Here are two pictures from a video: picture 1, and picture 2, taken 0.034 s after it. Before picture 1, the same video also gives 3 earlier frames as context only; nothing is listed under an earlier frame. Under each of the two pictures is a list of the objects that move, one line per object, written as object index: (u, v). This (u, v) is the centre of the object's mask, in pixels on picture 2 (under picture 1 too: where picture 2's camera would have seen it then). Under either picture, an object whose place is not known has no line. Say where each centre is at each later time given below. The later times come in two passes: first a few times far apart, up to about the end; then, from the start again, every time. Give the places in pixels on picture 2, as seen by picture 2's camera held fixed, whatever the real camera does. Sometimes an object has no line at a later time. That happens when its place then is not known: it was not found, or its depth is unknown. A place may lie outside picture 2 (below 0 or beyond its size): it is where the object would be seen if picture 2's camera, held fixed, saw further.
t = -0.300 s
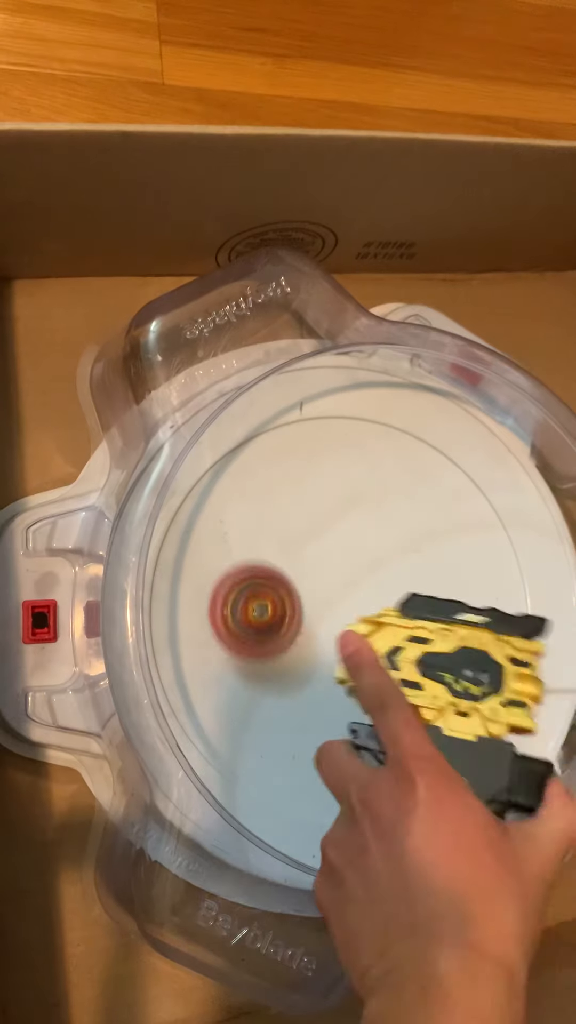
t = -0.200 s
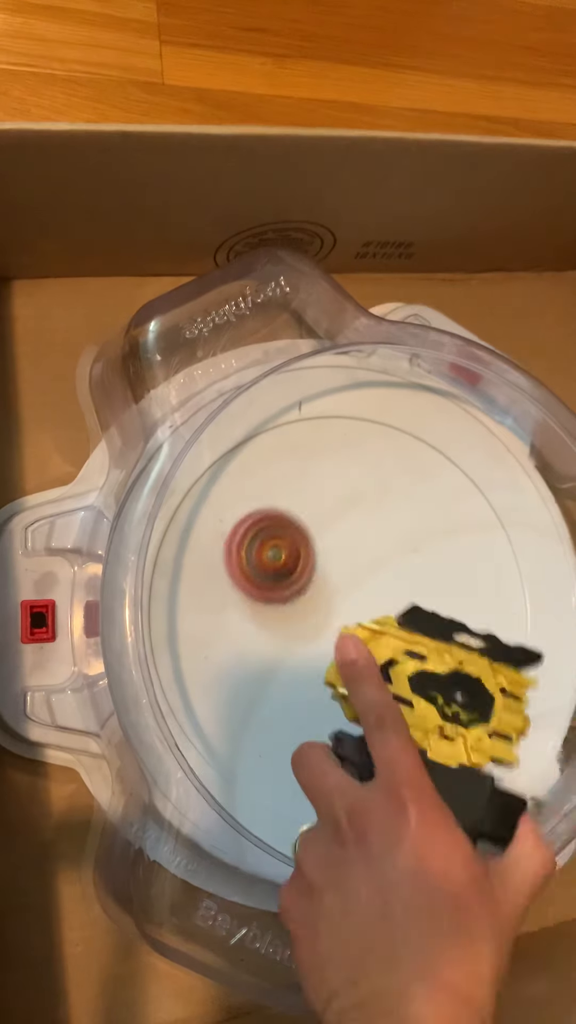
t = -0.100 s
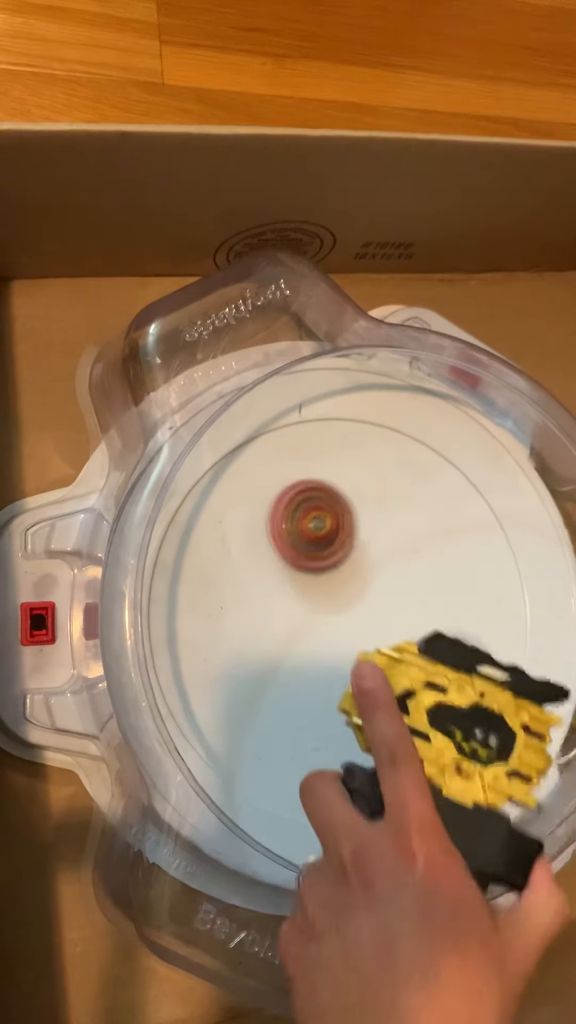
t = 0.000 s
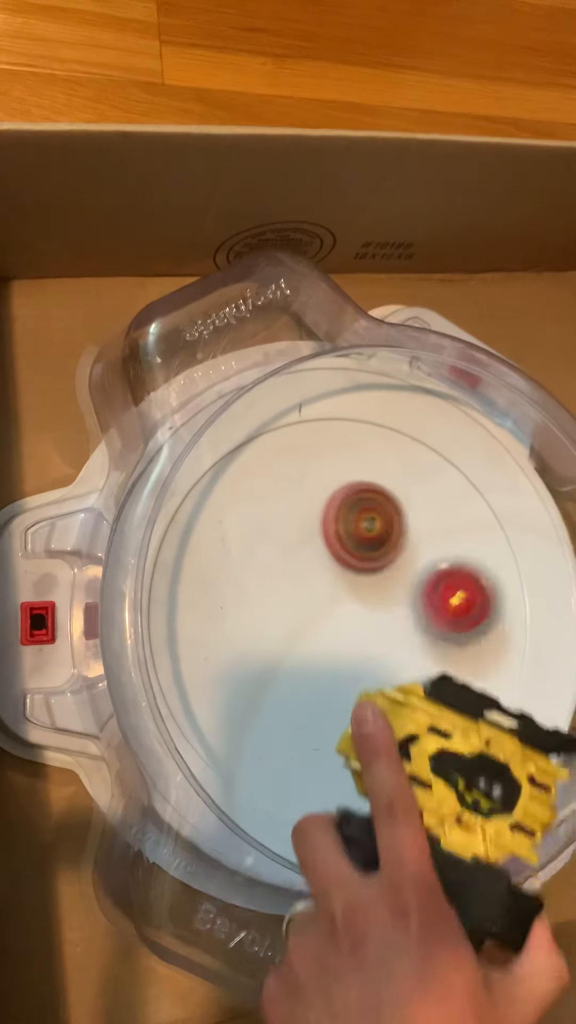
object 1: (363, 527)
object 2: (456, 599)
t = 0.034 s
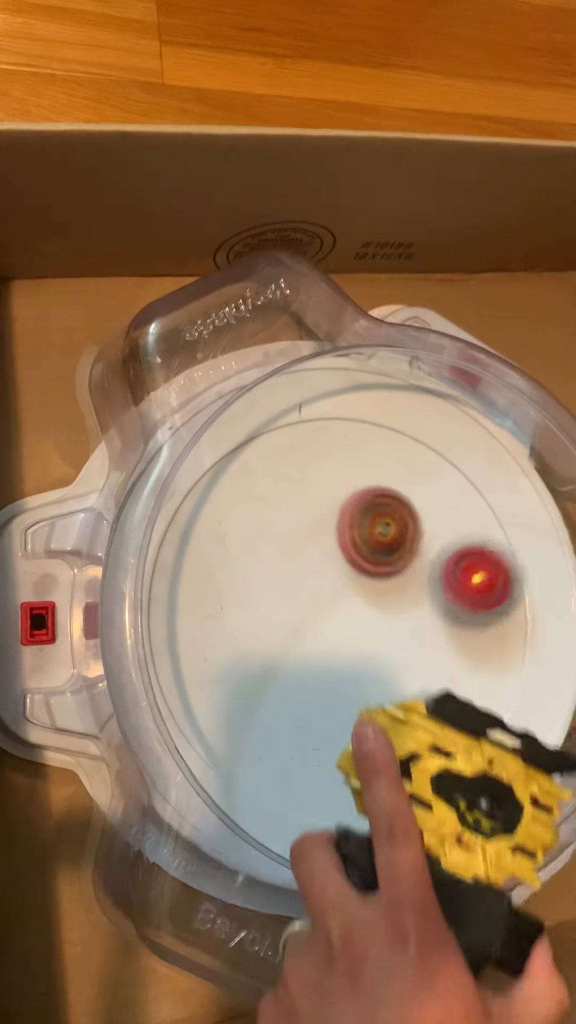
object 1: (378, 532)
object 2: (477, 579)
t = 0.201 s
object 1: (394, 596)
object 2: (555, 531)
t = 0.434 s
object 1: (351, 650)
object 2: (554, 623)
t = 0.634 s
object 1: (310, 634)
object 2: (560, 596)
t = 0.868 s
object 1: (321, 606)
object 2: (540, 549)
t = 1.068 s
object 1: (337, 609)
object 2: (473, 536)
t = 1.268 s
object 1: (341, 612)
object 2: (382, 519)
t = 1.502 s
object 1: (357, 624)
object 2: (362, 427)
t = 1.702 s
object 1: (352, 633)
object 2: (395, 525)
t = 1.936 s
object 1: (336, 879)
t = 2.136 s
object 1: (266, 816)
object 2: (385, 469)
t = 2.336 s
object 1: (257, 668)
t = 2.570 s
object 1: (308, 837)
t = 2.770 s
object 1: (327, 825)
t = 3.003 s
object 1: (333, 704)
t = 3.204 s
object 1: (368, 608)
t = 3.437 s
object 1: (476, 576)
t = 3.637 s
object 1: (509, 608)
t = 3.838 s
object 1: (471, 627)
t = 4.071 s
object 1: (404, 614)
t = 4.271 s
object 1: (483, 573)
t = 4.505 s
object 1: (516, 558)
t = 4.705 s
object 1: (424, 588)
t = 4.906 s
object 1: (388, 569)
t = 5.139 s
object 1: (369, 534)
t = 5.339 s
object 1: (370, 519)
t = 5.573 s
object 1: (352, 570)
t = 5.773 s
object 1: (355, 586)
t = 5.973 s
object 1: (356, 625)
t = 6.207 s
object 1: (389, 615)
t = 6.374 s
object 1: (451, 560)
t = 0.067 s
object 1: (392, 539)
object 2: (489, 561)
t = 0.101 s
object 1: (399, 551)
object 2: (498, 545)
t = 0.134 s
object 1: (398, 566)
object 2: (528, 534)
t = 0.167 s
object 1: (397, 580)
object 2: (549, 525)
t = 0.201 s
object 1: (394, 596)
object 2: (555, 531)
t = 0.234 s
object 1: (391, 609)
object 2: (555, 552)
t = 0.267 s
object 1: (387, 620)
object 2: (554, 573)
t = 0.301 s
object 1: (381, 628)
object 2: (553, 590)
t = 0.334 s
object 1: (375, 636)
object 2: (554, 602)
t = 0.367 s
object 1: (367, 642)
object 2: (553, 612)
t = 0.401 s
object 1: (360, 647)
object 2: (553, 620)
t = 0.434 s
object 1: (351, 650)
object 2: (554, 623)
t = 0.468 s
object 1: (343, 651)
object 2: (555, 623)
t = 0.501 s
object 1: (334, 651)
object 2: (556, 621)
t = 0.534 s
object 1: (326, 649)
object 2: (558, 615)
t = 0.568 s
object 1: (319, 646)
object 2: (559, 609)
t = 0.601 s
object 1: (313, 641)
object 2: (560, 602)
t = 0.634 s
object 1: (310, 634)
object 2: (560, 596)
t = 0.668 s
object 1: (307, 628)
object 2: (559, 590)
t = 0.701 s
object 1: (307, 621)
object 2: (558, 584)
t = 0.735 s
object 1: (309, 616)
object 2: (555, 578)
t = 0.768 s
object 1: (311, 612)
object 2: (554, 572)
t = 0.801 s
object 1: (314, 610)
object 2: (550, 565)
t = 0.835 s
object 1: (317, 608)
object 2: (545, 557)
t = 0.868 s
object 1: (321, 606)
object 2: (540, 549)
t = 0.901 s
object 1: (324, 605)
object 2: (530, 542)
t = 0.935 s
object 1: (328, 606)
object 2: (522, 533)
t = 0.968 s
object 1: (331, 606)
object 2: (510, 530)
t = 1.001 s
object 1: (334, 607)
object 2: (497, 531)
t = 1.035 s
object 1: (336, 607)
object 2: (484, 533)
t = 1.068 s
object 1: (337, 609)
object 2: (473, 536)
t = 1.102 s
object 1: (338, 610)
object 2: (461, 540)
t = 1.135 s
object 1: (339, 611)
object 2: (448, 541)
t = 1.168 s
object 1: (340, 612)
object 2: (431, 539)
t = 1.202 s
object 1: (340, 613)
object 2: (414, 535)
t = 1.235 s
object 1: (340, 613)
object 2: (397, 528)
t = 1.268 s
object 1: (341, 612)
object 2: (382, 519)
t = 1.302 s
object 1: (344, 612)
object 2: (369, 507)
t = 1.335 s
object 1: (348, 612)
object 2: (358, 494)
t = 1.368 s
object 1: (353, 614)
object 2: (351, 480)
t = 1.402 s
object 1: (356, 618)
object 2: (348, 466)
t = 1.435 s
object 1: (356, 621)
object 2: (349, 451)
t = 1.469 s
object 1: (356, 623)
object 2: (354, 439)
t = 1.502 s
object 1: (357, 624)
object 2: (362, 427)
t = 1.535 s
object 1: (358, 628)
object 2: (373, 434)
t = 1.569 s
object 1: (358, 629)
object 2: (382, 455)
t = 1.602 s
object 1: (357, 631)
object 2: (391, 474)
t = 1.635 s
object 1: (356, 632)
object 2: (397, 491)
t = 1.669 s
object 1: (354, 633)
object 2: (399, 507)
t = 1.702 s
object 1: (352, 633)
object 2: (395, 525)
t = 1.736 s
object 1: (351, 633)
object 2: (386, 542)
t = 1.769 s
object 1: (348, 684)
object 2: (376, 512)
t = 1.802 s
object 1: (346, 743)
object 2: (370, 478)
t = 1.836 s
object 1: (345, 791)
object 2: (367, 450)
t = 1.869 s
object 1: (345, 828)
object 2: (369, 429)
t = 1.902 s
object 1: (341, 857)
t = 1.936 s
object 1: (336, 879)
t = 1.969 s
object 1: (325, 883)
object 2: (378, 439)
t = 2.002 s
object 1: (313, 879)
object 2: (381, 444)
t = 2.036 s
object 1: (299, 869)
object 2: (383, 448)
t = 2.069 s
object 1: (287, 853)
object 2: (385, 454)
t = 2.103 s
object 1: (276, 836)
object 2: (386, 460)
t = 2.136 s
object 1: (266, 816)
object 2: (385, 469)
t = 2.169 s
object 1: (260, 796)
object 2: (382, 482)
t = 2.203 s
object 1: (253, 773)
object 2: (375, 496)
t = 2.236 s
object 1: (251, 748)
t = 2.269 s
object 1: (251, 721)
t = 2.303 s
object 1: (253, 694)
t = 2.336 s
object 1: (257, 668)
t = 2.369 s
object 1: (264, 647)
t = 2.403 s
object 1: (266, 677)
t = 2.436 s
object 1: (270, 727)
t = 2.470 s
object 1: (277, 770)
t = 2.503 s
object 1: (287, 800)
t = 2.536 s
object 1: (299, 822)
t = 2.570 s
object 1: (308, 837)
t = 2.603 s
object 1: (314, 843)
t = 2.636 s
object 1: (319, 846)
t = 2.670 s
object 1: (322, 845)
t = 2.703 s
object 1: (324, 841)
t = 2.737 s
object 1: (326, 831)
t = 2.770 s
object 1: (327, 825)
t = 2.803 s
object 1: (328, 818)
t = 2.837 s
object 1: (326, 804)
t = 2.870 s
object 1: (327, 787)
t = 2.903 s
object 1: (327, 767)
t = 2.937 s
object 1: (329, 746)
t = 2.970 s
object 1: (331, 726)
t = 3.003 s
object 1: (333, 704)
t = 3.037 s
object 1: (337, 684)
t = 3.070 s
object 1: (341, 665)
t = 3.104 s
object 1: (346, 648)
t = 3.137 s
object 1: (352, 633)
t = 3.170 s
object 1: (359, 620)
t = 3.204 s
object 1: (368, 608)
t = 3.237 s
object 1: (379, 598)
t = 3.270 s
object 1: (394, 588)
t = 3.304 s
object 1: (408, 582)
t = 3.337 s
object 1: (426, 577)
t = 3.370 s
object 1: (443, 574)
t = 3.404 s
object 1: (460, 573)
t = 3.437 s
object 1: (476, 576)
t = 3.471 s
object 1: (488, 580)
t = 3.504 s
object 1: (498, 586)
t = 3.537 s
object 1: (504, 592)
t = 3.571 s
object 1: (508, 598)
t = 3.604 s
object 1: (509, 603)
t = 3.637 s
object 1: (509, 608)
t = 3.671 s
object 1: (507, 613)
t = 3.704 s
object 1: (502, 616)
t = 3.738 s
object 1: (496, 620)
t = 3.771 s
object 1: (489, 623)
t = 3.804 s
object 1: (480, 626)
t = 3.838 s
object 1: (471, 627)
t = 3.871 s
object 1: (460, 628)
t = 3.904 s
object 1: (450, 627)
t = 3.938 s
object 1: (439, 627)
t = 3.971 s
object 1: (430, 624)
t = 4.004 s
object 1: (420, 622)
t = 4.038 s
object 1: (412, 618)
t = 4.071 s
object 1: (404, 614)
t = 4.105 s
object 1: (398, 610)
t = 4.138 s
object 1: (411, 604)
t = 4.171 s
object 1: (425, 599)
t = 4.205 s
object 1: (433, 593)
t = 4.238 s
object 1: (447, 586)
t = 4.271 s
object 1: (483, 573)
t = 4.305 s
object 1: (508, 563)
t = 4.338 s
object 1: (527, 556)
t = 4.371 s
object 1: (533, 554)
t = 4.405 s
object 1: (534, 554)
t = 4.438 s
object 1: (532, 553)
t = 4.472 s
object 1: (527, 554)
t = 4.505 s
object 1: (516, 558)
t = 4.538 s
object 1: (503, 562)
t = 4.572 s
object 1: (489, 567)
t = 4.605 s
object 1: (473, 572)
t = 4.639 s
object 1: (456, 577)
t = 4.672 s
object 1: (439, 582)
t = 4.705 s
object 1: (424, 588)
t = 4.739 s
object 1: (408, 592)
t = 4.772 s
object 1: (403, 590)
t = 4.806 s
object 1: (403, 582)
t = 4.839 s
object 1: (399, 575)
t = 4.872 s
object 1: (394, 572)
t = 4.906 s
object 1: (388, 569)
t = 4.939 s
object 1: (383, 567)
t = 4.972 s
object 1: (377, 565)
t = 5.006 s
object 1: (371, 563)
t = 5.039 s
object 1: (365, 562)
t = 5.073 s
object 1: (360, 561)
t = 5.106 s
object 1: (365, 548)
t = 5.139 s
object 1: (369, 534)
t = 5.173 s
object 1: (374, 523)
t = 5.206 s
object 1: (375, 516)
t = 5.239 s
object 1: (376, 512)
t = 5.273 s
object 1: (374, 511)
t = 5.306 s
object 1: (372, 515)
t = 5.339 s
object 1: (370, 519)
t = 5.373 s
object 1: (368, 525)
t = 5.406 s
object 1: (366, 532)
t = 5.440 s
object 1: (364, 539)
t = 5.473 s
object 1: (362, 545)
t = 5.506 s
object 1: (359, 553)
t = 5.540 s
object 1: (355, 562)
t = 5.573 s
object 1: (352, 570)
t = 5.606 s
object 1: (356, 566)
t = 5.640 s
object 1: (358, 566)
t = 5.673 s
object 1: (358, 568)
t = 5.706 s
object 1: (357, 573)
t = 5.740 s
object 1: (356, 579)
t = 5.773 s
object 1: (355, 586)
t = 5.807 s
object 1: (354, 593)
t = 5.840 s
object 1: (354, 601)
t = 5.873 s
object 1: (354, 608)
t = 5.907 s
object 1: (354, 614)
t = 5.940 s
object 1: (355, 621)
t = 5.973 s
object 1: (356, 625)
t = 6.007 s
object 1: (364, 615)
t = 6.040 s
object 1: (370, 609)
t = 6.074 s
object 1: (376, 605)
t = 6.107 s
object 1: (380, 605)
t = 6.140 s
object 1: (383, 607)
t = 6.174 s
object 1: (386, 611)
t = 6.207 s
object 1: (389, 615)
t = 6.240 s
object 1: (393, 619)
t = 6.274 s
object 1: (396, 622)
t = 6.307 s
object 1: (406, 614)
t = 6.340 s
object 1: (429, 584)
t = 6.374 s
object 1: (451, 560)
